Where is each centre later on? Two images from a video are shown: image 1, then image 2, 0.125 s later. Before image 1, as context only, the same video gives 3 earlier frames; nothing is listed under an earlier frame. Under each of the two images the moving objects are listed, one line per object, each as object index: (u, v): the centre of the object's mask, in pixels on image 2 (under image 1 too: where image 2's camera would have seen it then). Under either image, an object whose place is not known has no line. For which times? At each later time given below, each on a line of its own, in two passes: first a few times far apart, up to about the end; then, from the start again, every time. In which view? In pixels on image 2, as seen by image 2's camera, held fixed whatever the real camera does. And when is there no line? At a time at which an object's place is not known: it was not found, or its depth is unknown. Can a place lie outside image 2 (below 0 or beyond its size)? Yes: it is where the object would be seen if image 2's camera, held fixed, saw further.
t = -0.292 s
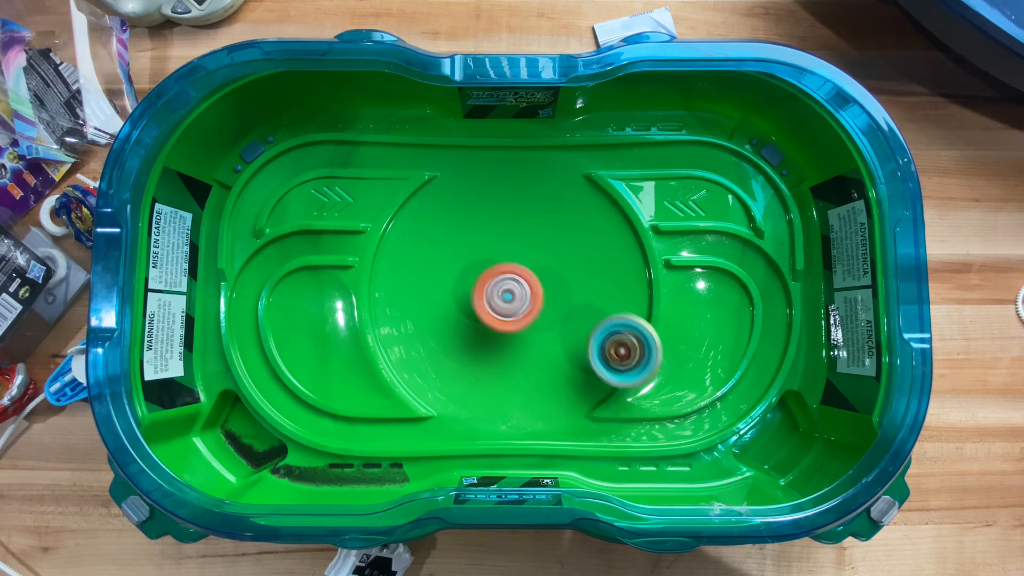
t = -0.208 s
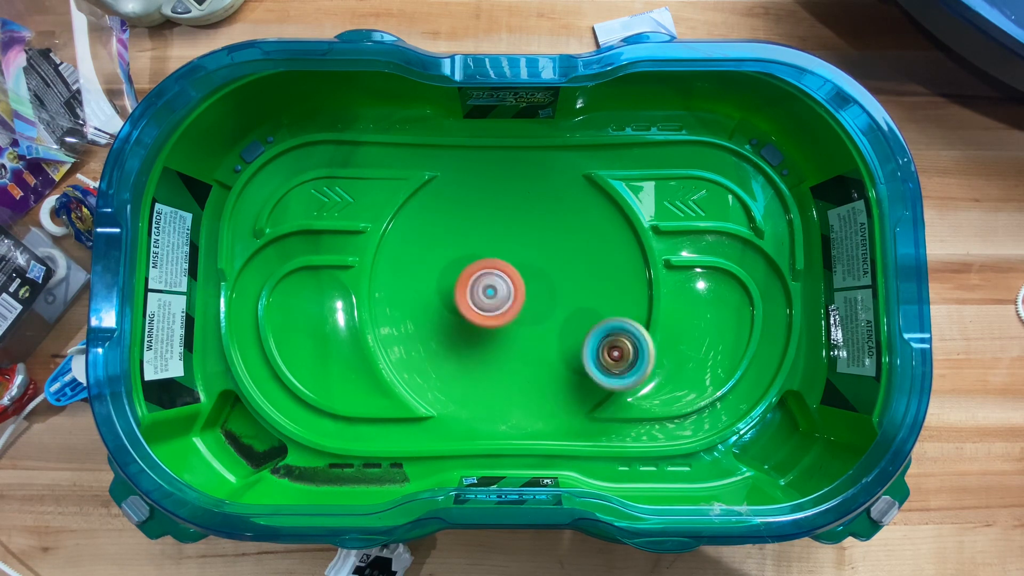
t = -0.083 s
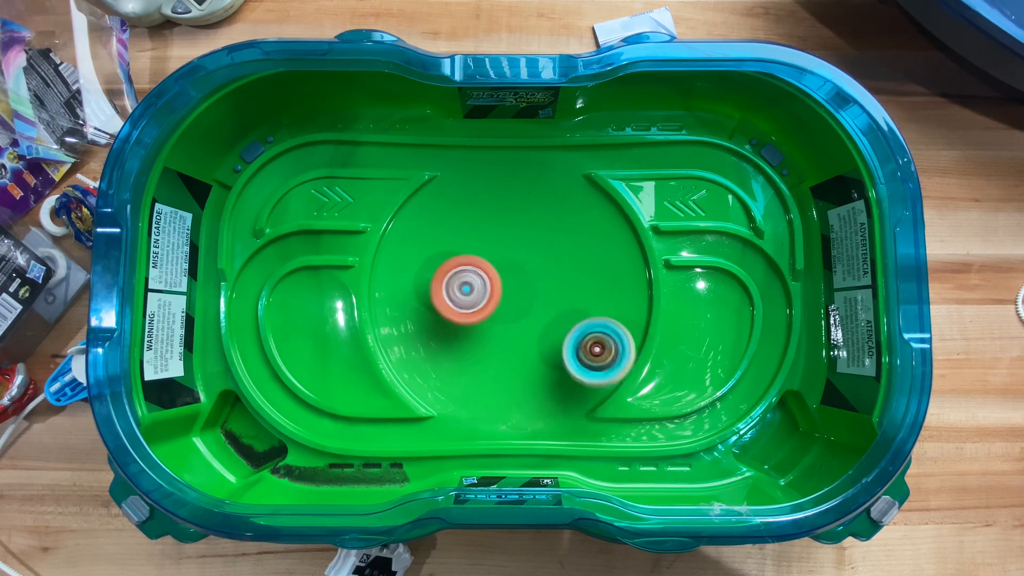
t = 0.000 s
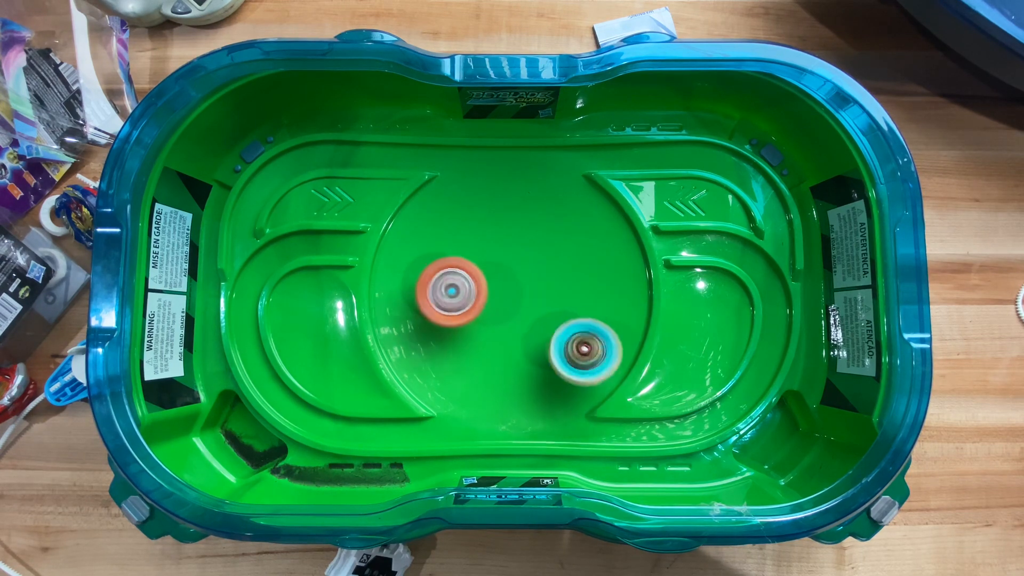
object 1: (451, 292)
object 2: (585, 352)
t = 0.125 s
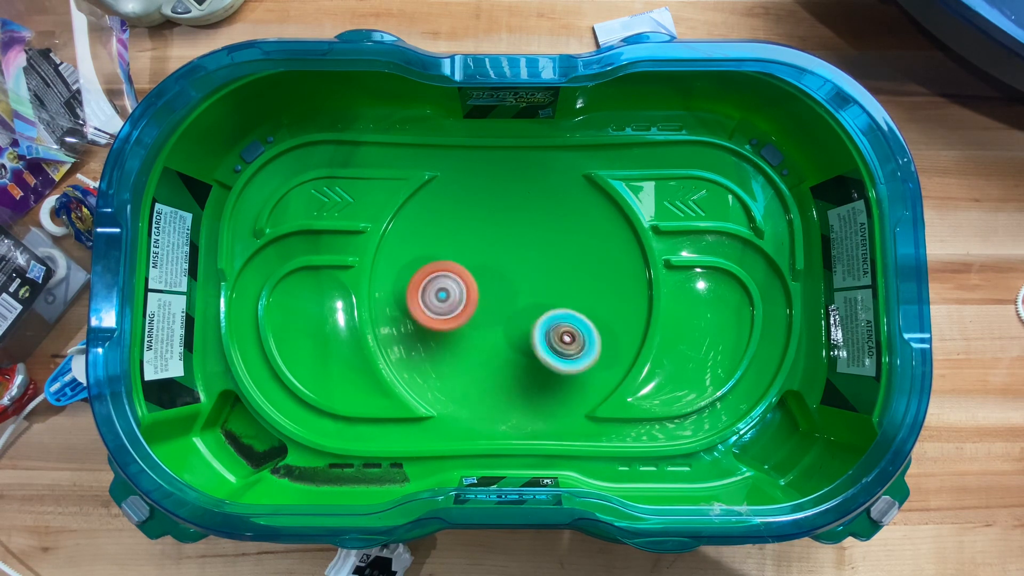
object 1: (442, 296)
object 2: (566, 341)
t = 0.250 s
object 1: (448, 300)
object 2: (554, 323)
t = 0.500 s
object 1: (488, 293)
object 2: (557, 280)
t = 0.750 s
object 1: (516, 259)
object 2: (600, 248)
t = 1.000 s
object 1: (526, 244)
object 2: (580, 271)
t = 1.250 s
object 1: (521, 261)
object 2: (529, 314)
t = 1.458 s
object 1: (542, 262)
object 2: (446, 303)
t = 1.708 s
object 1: (546, 273)
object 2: (441, 246)
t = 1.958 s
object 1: (543, 308)
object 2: (510, 241)
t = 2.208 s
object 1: (522, 344)
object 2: (578, 315)
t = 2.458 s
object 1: (485, 353)
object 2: (546, 379)
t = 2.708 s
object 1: (468, 291)
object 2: (498, 370)
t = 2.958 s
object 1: (498, 261)
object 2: (526, 313)
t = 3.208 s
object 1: (546, 265)
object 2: (574, 330)
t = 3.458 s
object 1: (553, 302)
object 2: (587, 375)
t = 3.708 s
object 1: (513, 324)
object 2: (562, 370)
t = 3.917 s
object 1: (481, 302)
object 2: (566, 360)
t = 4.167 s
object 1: (487, 264)
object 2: (568, 355)
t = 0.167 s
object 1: (444, 298)
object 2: (561, 336)
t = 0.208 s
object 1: (445, 299)
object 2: (557, 330)
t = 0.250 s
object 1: (448, 300)
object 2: (554, 323)
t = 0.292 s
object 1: (453, 302)
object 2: (551, 316)
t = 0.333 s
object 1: (459, 303)
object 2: (549, 308)
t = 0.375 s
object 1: (467, 303)
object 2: (548, 300)
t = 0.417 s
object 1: (476, 301)
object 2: (548, 293)
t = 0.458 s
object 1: (484, 298)
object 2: (549, 285)
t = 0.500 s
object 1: (488, 293)
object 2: (557, 280)
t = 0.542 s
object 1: (492, 287)
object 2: (569, 273)
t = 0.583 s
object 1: (497, 282)
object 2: (579, 266)
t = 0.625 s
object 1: (502, 276)
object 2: (588, 258)
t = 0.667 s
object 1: (507, 270)
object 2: (594, 252)
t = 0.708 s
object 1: (512, 265)
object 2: (599, 248)
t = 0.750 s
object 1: (516, 259)
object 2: (600, 248)
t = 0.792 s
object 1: (520, 254)
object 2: (599, 250)
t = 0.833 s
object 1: (522, 250)
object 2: (597, 253)
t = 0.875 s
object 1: (524, 247)
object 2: (594, 256)
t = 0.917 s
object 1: (526, 245)
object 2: (590, 260)
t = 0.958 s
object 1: (527, 245)
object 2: (585, 264)
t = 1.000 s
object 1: (526, 244)
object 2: (580, 271)
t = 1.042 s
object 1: (526, 245)
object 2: (575, 279)
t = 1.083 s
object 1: (525, 245)
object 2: (569, 287)
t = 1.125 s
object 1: (524, 247)
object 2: (562, 295)
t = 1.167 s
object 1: (523, 250)
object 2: (552, 302)
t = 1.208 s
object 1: (521, 255)
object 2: (541, 308)
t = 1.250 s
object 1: (521, 261)
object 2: (529, 314)
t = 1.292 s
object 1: (523, 265)
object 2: (515, 318)
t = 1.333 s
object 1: (529, 264)
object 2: (493, 320)
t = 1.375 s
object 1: (535, 263)
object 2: (473, 319)
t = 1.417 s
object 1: (539, 262)
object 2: (457, 312)
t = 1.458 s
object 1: (542, 262)
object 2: (446, 303)
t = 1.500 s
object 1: (544, 262)
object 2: (438, 292)
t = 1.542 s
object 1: (545, 263)
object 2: (431, 280)
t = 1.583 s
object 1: (546, 264)
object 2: (429, 271)
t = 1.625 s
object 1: (546, 266)
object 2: (432, 261)
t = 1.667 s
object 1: (546, 269)
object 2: (435, 252)
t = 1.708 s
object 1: (546, 273)
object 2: (441, 246)
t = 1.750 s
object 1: (546, 278)
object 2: (449, 240)
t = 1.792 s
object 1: (545, 284)
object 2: (458, 235)
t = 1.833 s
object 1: (545, 290)
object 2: (469, 234)
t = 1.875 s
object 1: (544, 295)
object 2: (483, 233)
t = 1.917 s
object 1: (544, 302)
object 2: (496, 235)
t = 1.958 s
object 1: (543, 308)
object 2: (510, 241)
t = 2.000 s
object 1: (542, 313)
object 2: (524, 249)
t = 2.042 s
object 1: (540, 319)
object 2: (536, 258)
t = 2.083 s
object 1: (535, 328)
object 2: (551, 269)
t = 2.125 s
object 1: (531, 333)
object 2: (565, 281)
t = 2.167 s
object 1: (527, 339)
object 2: (573, 299)
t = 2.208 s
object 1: (522, 344)
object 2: (578, 315)
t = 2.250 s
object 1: (517, 349)
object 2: (579, 332)
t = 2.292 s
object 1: (511, 352)
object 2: (577, 346)
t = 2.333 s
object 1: (504, 355)
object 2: (571, 358)
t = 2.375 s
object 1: (498, 356)
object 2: (565, 368)
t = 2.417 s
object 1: (491, 356)
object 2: (556, 374)
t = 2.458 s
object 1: (485, 353)
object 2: (546, 379)
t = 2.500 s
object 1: (479, 347)
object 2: (536, 381)
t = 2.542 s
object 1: (473, 334)
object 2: (526, 385)
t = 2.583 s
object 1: (470, 324)
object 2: (518, 383)
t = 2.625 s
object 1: (470, 317)
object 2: (508, 378)
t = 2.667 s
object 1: (468, 303)
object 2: (503, 376)
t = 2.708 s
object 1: (468, 291)
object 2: (498, 370)
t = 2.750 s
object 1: (471, 283)
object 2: (496, 361)
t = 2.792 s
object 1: (475, 277)
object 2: (497, 348)
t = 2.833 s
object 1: (479, 272)
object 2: (502, 338)
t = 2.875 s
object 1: (484, 267)
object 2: (508, 329)
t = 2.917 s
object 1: (491, 263)
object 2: (516, 320)
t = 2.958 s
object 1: (498, 261)
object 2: (526, 313)
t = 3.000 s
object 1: (505, 259)
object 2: (538, 308)
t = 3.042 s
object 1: (512, 260)
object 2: (549, 307)
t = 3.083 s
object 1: (520, 260)
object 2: (556, 311)
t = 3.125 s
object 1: (530, 259)
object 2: (563, 317)
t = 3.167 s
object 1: (539, 261)
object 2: (570, 324)
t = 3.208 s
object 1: (546, 265)
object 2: (574, 330)
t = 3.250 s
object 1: (551, 268)
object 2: (578, 344)
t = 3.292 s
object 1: (555, 274)
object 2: (581, 356)
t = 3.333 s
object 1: (557, 281)
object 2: (584, 366)
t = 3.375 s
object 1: (557, 288)
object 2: (588, 371)
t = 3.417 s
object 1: (556, 295)
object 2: (588, 374)
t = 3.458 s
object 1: (553, 302)
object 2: (587, 375)
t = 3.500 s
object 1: (549, 308)
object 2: (585, 374)
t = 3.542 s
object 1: (544, 315)
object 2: (581, 373)
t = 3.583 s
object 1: (537, 319)
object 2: (577, 371)
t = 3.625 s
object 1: (530, 322)
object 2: (571, 370)
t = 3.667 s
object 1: (522, 324)
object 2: (566, 369)
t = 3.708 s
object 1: (513, 324)
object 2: (562, 370)
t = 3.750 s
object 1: (505, 322)
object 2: (559, 370)
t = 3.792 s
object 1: (498, 319)
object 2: (559, 369)
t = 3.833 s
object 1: (490, 315)
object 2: (561, 367)
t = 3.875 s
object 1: (485, 309)
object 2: (563, 363)
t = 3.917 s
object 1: (481, 302)
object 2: (566, 360)
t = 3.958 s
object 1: (478, 295)
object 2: (569, 358)
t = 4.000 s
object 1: (477, 287)
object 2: (571, 356)
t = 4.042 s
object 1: (478, 280)
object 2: (573, 355)
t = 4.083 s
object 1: (480, 274)
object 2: (572, 354)
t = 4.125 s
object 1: (483, 268)
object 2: (570, 355)
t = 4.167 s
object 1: (487, 264)
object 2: (568, 355)
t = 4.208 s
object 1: (492, 261)
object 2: (567, 355)
